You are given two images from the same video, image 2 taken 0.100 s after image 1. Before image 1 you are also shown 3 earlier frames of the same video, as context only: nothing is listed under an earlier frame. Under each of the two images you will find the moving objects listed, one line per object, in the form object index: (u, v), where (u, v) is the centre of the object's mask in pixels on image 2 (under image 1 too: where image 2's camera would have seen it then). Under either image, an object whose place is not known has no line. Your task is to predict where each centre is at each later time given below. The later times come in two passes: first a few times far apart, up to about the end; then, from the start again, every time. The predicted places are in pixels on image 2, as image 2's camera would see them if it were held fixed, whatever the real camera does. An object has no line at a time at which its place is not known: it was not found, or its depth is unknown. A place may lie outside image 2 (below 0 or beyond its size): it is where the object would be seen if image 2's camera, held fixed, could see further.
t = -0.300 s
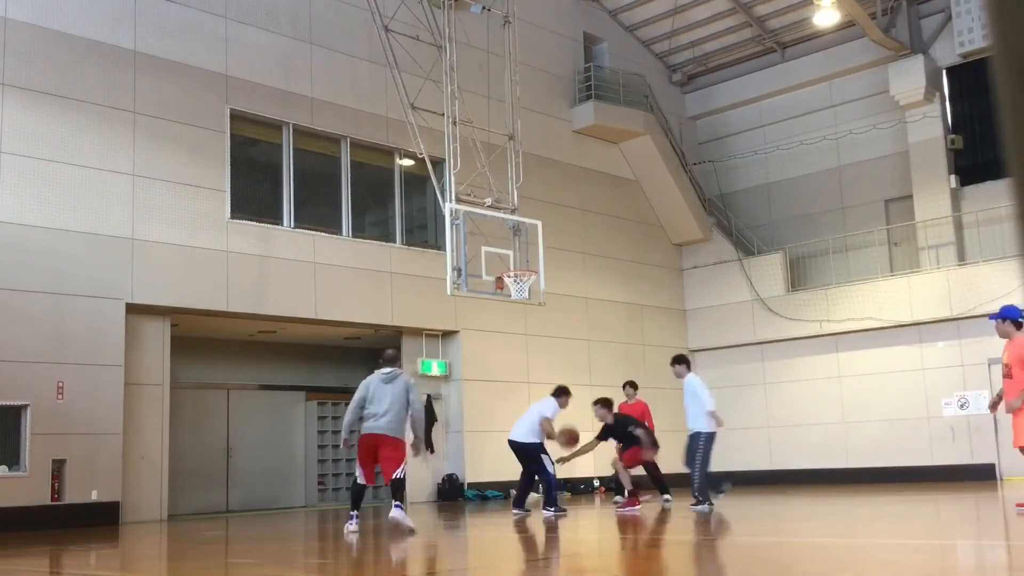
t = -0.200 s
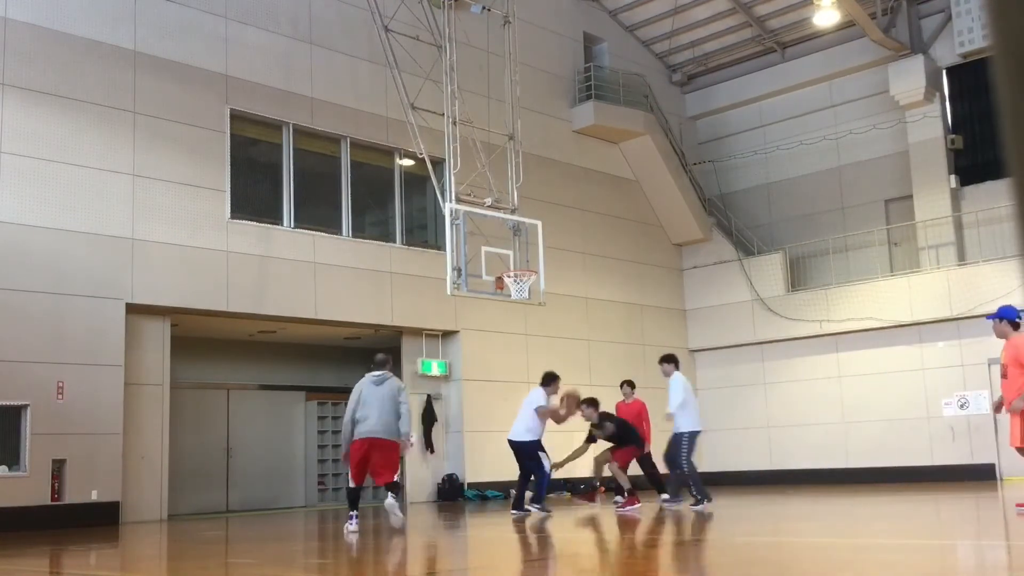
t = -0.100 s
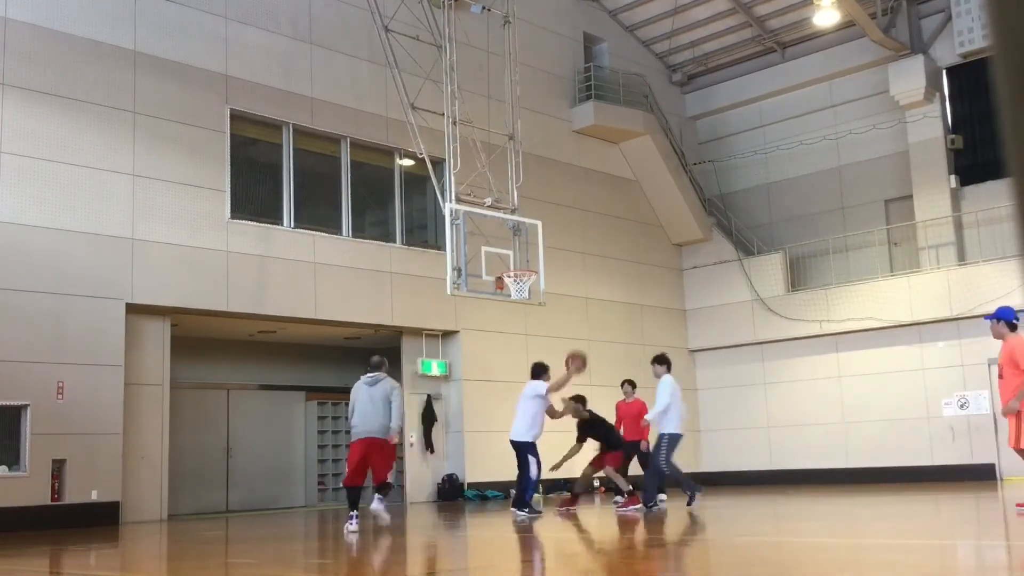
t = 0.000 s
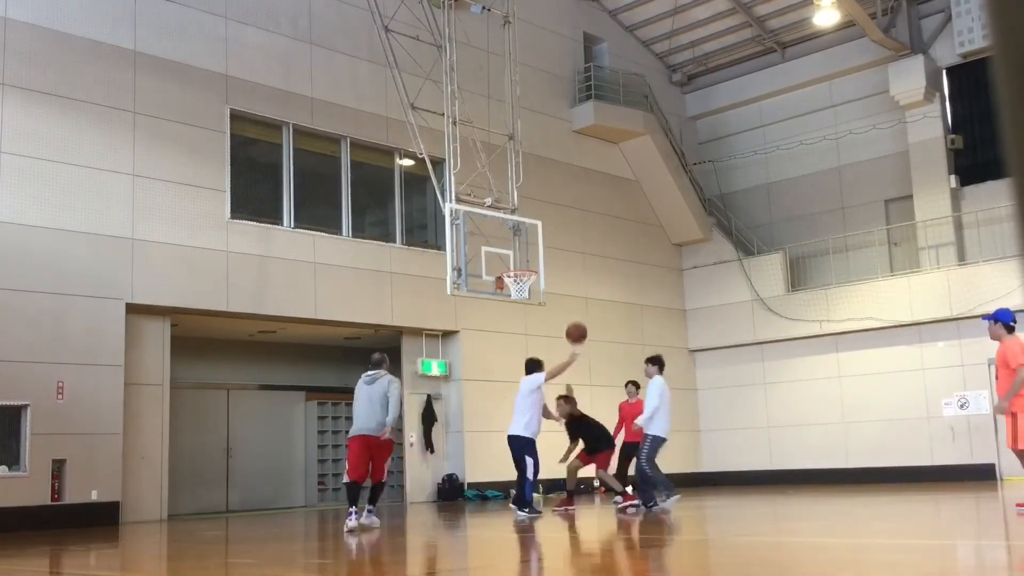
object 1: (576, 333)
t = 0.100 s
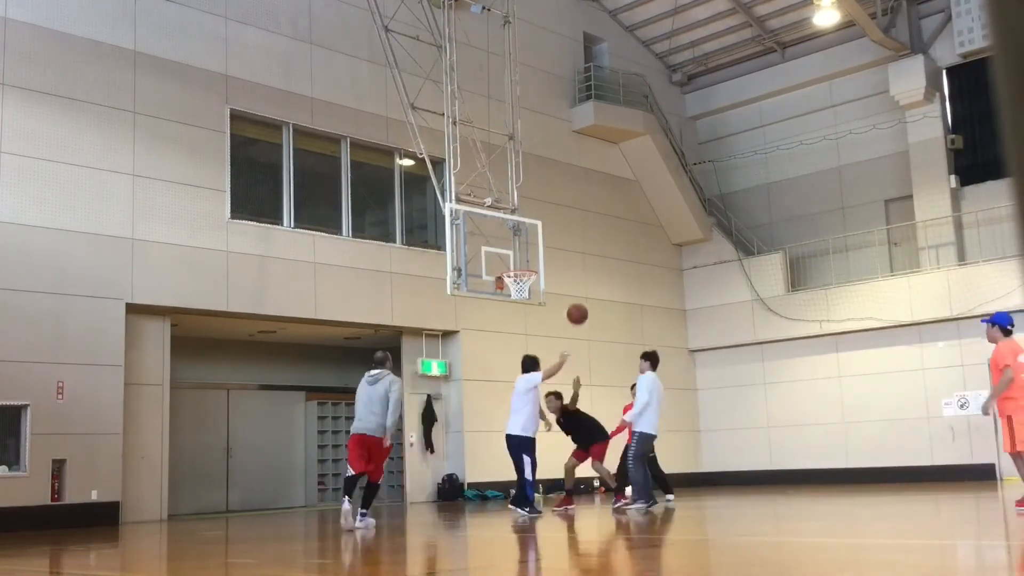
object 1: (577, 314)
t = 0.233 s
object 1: (579, 303)
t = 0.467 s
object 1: (583, 318)
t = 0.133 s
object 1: (577, 310)
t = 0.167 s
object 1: (578, 307)
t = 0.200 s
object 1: (578, 304)
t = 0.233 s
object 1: (579, 303)
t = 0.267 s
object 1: (579, 303)
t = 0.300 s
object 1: (580, 303)
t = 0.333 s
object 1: (580, 304)
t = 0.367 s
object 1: (581, 306)
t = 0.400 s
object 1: (582, 310)
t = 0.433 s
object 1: (582, 313)
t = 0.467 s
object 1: (583, 318)
